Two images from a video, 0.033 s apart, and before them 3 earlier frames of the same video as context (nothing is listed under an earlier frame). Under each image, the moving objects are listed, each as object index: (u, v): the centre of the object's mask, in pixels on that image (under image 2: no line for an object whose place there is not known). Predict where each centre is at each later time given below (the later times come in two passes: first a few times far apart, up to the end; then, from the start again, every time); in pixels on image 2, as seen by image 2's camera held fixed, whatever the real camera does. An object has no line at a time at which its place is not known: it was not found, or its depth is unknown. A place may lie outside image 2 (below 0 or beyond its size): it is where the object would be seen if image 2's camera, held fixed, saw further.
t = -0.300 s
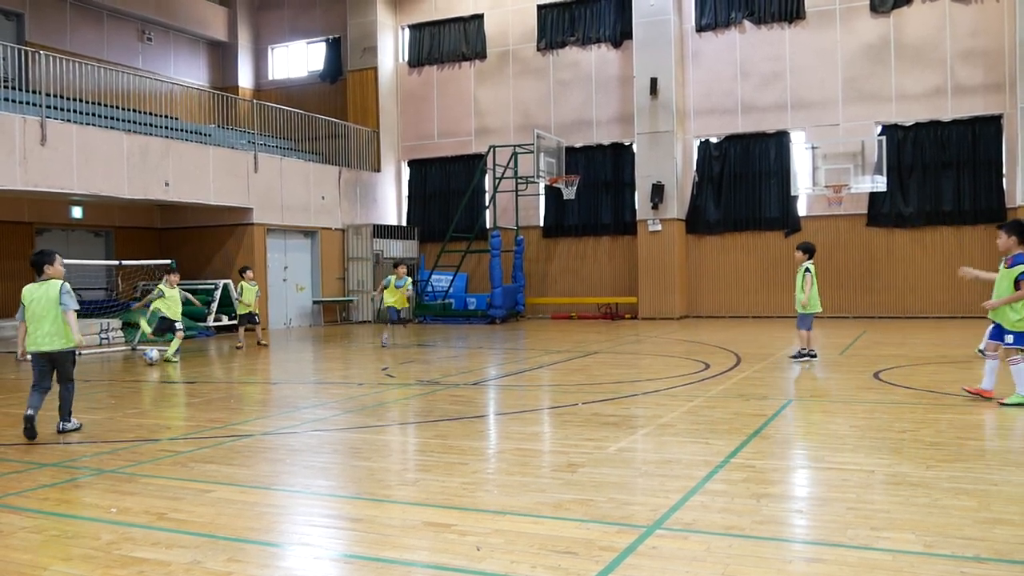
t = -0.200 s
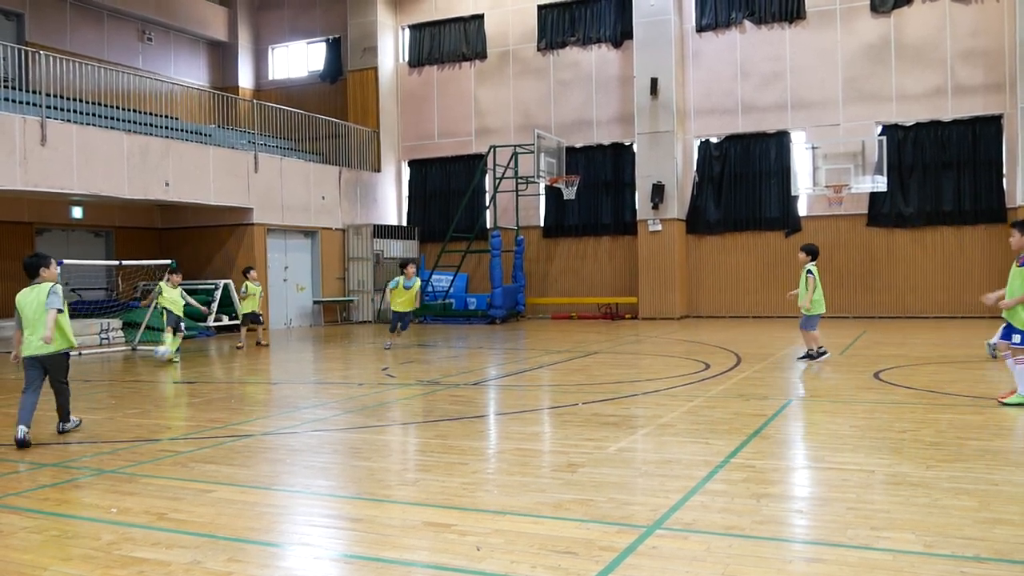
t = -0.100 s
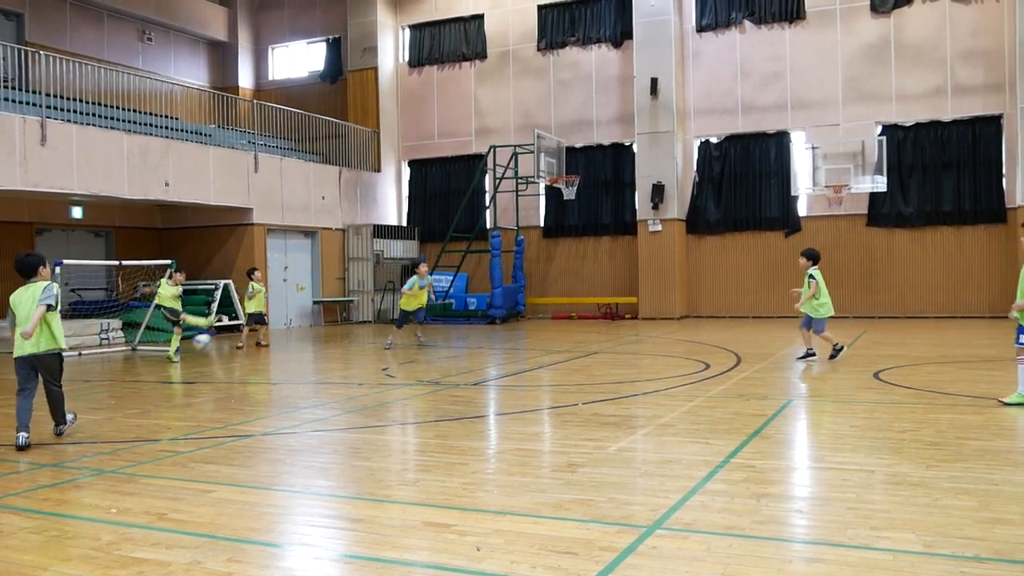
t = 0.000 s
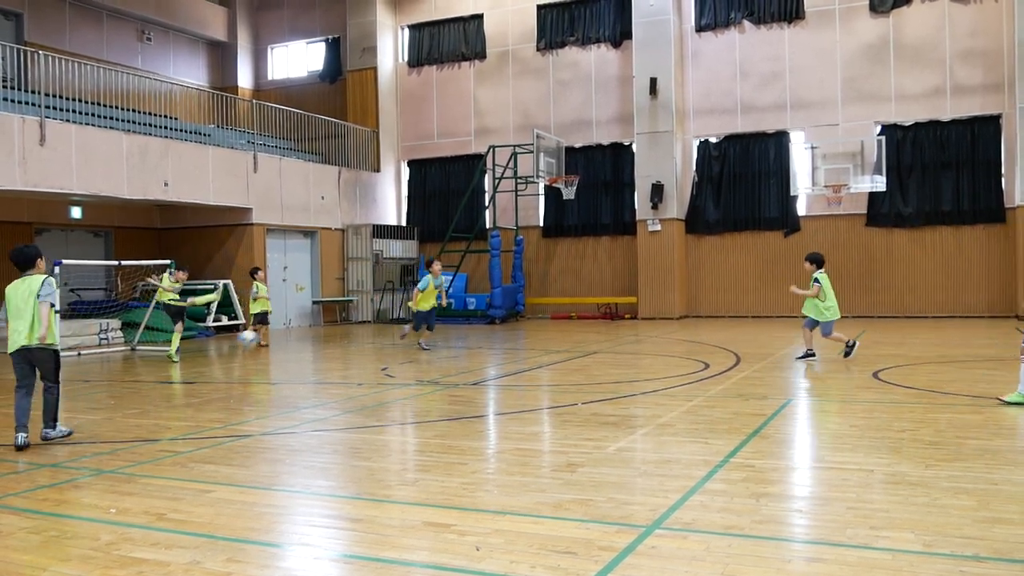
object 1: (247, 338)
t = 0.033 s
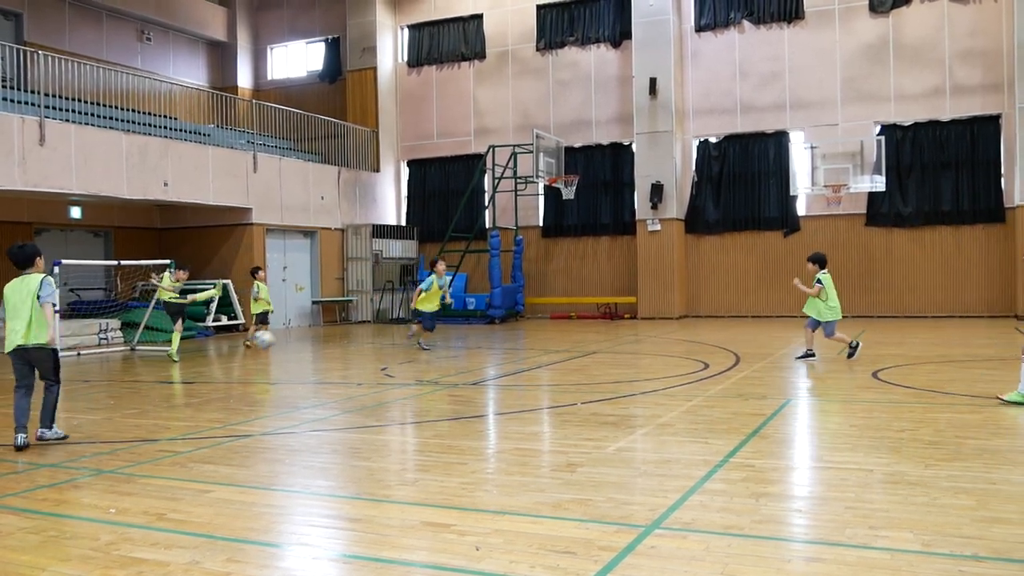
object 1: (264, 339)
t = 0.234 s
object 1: (382, 368)
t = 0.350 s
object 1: (454, 383)
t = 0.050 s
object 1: (273, 338)
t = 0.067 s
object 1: (280, 341)
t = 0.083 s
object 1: (290, 343)
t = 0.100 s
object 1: (299, 344)
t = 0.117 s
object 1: (308, 346)
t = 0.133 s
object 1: (318, 348)
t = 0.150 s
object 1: (328, 349)
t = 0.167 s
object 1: (338, 351)
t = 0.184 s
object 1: (350, 355)
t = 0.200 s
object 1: (360, 360)
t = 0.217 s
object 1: (371, 364)
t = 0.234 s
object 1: (382, 368)
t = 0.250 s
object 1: (392, 372)
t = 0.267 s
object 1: (404, 379)
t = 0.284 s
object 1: (415, 385)
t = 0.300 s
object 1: (428, 390)
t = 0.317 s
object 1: (437, 389)
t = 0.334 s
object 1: (445, 385)
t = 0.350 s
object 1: (454, 383)
